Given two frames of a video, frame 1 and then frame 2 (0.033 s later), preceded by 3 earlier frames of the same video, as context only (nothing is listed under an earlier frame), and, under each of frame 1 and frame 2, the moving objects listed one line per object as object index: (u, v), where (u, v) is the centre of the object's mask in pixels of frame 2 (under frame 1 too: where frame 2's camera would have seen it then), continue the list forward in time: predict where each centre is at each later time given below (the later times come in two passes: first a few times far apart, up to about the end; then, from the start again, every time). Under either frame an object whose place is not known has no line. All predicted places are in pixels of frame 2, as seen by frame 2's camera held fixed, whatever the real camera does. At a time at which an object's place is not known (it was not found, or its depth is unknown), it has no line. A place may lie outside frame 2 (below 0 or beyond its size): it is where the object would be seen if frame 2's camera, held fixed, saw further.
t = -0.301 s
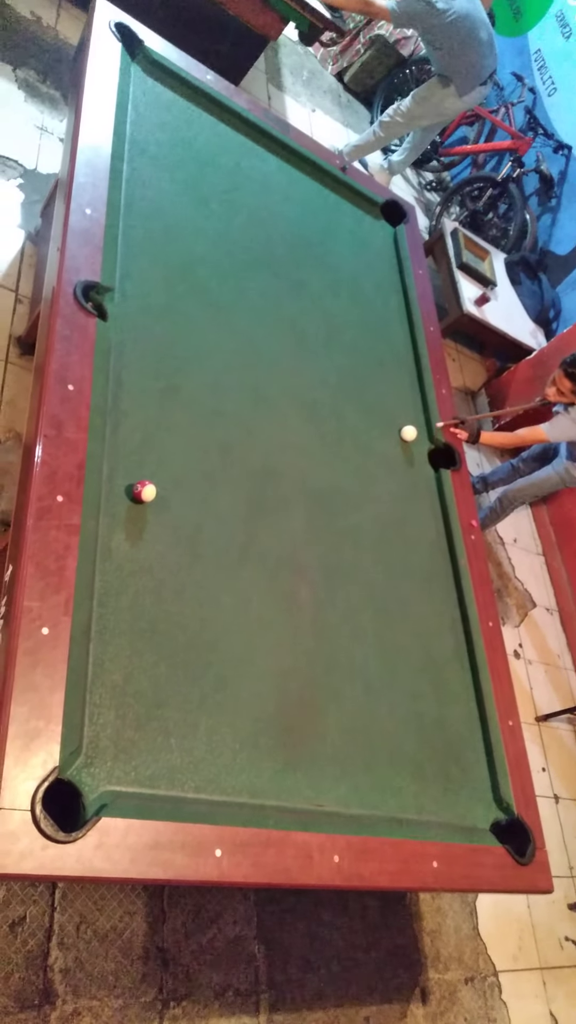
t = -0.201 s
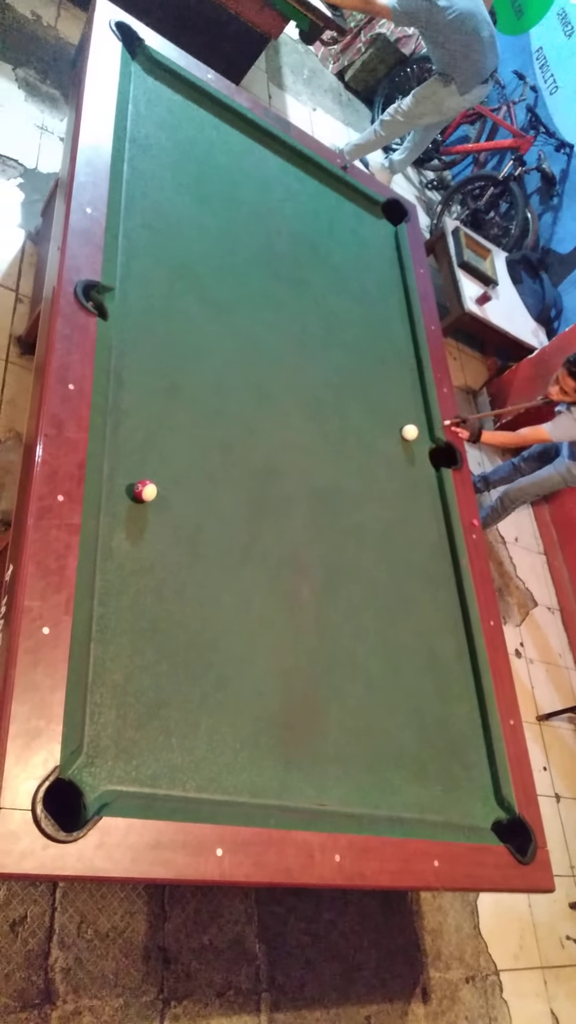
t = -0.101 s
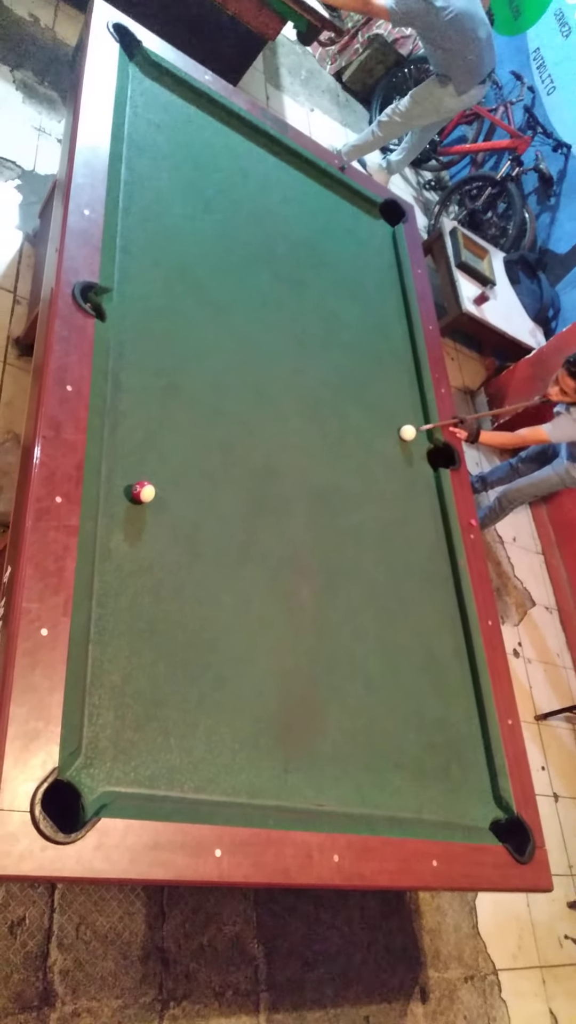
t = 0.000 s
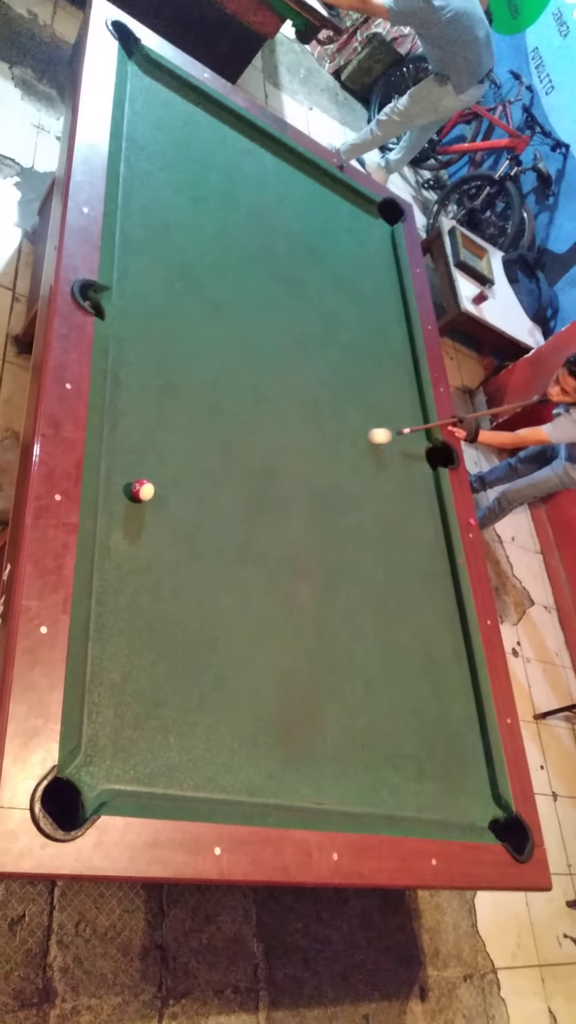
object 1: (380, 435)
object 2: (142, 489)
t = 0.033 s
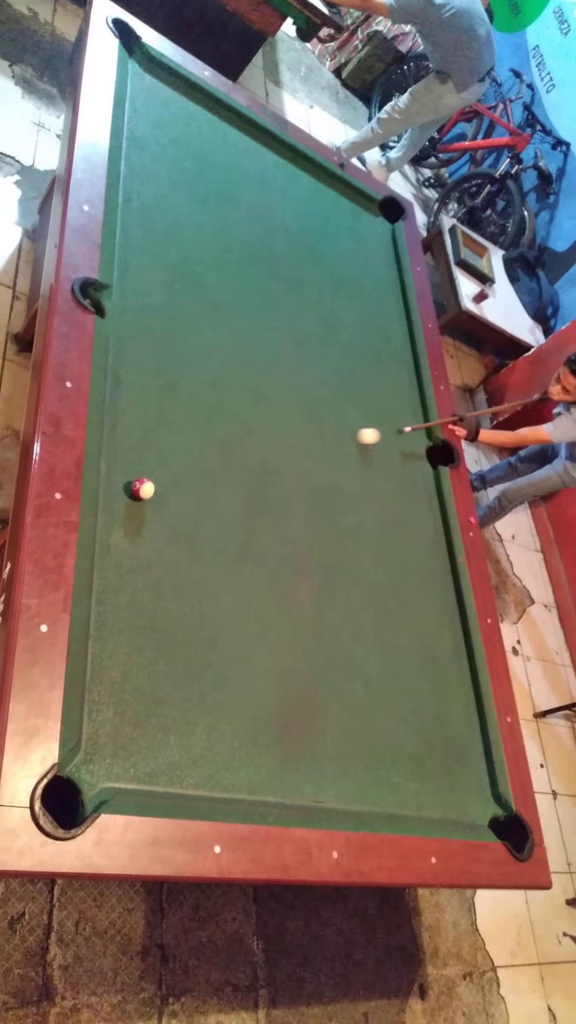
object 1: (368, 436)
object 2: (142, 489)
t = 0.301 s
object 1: (260, 452)
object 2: (142, 489)
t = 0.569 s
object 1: (115, 470)
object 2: (142, 489)
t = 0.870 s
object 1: (134, 522)
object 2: (174, 497)
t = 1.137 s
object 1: (150, 565)
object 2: (206, 507)
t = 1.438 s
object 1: (168, 610)
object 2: (237, 516)
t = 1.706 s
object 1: (184, 647)
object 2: (261, 524)
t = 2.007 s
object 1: (200, 688)
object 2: (284, 532)
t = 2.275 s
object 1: (213, 720)
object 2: (302, 538)
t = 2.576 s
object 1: (226, 754)
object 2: (320, 545)
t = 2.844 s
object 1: (236, 781)
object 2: (333, 548)
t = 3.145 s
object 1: (244, 784)
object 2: (346, 553)
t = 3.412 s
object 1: (247, 775)
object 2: (355, 557)
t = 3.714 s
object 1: (250, 770)
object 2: (362, 560)
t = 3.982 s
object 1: (251, 767)
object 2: (367, 561)
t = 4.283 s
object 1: (250, 768)
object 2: (368, 561)
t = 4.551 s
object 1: (250, 768)
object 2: (370, 560)
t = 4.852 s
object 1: (250, 767)
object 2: (370, 560)
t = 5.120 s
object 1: (249, 768)
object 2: (370, 560)
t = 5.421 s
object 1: (249, 768)
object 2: (370, 560)
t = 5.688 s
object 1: (250, 767)
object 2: (370, 560)
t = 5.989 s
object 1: (250, 767)
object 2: (370, 560)
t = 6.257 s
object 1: (250, 767)
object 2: (370, 560)
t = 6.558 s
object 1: (250, 767)
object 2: (370, 560)
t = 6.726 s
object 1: (250, 768)
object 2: (370, 560)
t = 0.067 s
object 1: (357, 438)
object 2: (142, 489)
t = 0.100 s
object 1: (344, 440)
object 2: (142, 489)
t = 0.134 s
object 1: (331, 442)
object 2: (142, 489)
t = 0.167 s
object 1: (318, 444)
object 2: (142, 489)
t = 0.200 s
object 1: (304, 446)
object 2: (142, 489)
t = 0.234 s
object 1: (290, 448)
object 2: (142, 489)
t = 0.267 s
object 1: (276, 450)
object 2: (142, 489)
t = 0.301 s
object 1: (260, 452)
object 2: (142, 489)
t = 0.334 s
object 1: (244, 454)
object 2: (142, 489)
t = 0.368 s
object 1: (228, 456)
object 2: (142, 489)
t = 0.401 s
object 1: (210, 458)
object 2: (142, 489)
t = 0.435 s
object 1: (192, 461)
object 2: (142, 489)
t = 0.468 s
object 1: (173, 463)
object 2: (142, 489)
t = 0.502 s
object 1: (154, 465)
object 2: (142, 489)
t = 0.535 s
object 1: (133, 468)
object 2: (142, 489)
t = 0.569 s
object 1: (115, 470)
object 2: (142, 489)
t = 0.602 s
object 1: (114, 477)
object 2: (142, 489)
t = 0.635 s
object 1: (120, 484)
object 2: (144, 489)
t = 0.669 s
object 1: (123, 489)
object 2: (148, 491)
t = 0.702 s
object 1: (125, 495)
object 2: (153, 491)
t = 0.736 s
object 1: (127, 500)
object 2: (157, 493)
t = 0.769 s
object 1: (129, 506)
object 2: (161, 493)
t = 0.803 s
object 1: (131, 511)
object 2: (165, 494)
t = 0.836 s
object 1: (132, 517)
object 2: (170, 496)
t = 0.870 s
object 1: (134, 522)
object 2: (174, 497)
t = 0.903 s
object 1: (136, 528)
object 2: (179, 498)
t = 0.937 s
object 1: (138, 533)
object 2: (183, 500)
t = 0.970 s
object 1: (140, 538)
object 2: (187, 501)
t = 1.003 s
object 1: (142, 544)
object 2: (190, 502)
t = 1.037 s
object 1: (144, 549)
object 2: (194, 503)
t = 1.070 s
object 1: (146, 554)
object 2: (199, 504)
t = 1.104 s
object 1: (148, 559)
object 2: (202, 506)
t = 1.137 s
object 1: (150, 565)
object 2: (206, 507)
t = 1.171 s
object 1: (152, 570)
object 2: (210, 508)
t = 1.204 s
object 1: (154, 575)
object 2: (213, 509)
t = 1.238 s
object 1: (156, 580)
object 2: (216, 510)
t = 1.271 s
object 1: (158, 585)
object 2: (220, 511)
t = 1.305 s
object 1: (160, 590)
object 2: (223, 512)
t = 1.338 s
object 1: (162, 595)
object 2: (227, 513)
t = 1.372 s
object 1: (164, 600)
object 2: (230, 514)
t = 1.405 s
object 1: (166, 605)
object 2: (234, 515)
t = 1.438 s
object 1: (168, 610)
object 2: (237, 516)
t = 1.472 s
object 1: (170, 615)
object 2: (240, 517)
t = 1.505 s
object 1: (172, 619)
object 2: (243, 518)
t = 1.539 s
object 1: (174, 624)
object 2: (246, 519)
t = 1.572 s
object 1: (176, 629)
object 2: (249, 520)
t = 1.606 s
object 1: (178, 634)
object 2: (252, 521)
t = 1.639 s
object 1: (180, 638)
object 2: (256, 522)
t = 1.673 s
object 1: (182, 643)
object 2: (258, 523)
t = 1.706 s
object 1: (184, 647)
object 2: (261, 524)
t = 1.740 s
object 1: (186, 653)
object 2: (264, 525)
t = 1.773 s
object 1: (187, 657)
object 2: (266, 526)
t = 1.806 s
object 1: (189, 662)
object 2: (269, 527)
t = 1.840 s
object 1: (191, 666)
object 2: (272, 527)
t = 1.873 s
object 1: (193, 670)
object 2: (274, 528)
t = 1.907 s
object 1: (195, 675)
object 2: (277, 529)
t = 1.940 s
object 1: (196, 679)
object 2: (279, 530)
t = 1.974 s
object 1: (198, 684)
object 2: (282, 531)
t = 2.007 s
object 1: (200, 688)
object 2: (284, 532)
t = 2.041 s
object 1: (201, 692)
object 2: (287, 533)
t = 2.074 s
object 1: (203, 696)
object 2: (289, 533)
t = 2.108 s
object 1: (204, 700)
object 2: (292, 535)
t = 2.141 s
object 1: (206, 705)
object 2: (294, 536)
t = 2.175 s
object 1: (208, 709)
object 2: (296, 536)
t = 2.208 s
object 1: (209, 713)
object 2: (298, 537)
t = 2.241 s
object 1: (211, 717)
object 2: (300, 538)
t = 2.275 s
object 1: (213, 720)
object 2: (302, 538)
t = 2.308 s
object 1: (214, 724)
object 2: (305, 539)
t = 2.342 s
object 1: (216, 728)
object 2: (306, 540)
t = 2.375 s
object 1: (217, 732)
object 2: (309, 541)
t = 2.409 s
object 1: (219, 736)
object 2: (311, 542)
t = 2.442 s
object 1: (220, 740)
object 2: (312, 542)
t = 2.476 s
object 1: (222, 743)
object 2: (314, 543)
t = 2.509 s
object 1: (223, 747)
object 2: (316, 543)
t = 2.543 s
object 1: (225, 751)
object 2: (318, 544)
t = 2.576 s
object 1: (226, 754)
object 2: (320, 545)
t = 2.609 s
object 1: (227, 758)
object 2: (321, 545)
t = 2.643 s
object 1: (229, 761)
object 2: (323, 545)
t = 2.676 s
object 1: (230, 765)
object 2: (325, 546)
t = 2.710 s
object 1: (231, 768)
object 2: (326, 547)
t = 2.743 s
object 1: (233, 771)
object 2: (328, 547)
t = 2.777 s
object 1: (234, 774)
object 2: (330, 547)
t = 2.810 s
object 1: (235, 778)
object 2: (331, 548)
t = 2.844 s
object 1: (236, 781)
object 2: (333, 548)
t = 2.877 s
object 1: (238, 784)
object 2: (334, 549)
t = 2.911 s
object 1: (239, 787)
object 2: (336, 550)
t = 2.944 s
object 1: (240, 790)
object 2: (337, 550)
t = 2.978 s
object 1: (241, 791)
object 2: (339, 550)
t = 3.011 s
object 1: (241, 790)
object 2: (340, 551)
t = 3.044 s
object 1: (242, 789)
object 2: (341, 552)
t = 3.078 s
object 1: (243, 786)
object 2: (343, 553)
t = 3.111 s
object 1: (243, 785)
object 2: (345, 553)
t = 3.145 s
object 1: (244, 784)
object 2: (346, 553)
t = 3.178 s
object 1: (244, 782)
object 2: (347, 554)
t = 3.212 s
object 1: (245, 781)
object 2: (348, 554)
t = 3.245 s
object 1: (245, 780)
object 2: (349, 555)
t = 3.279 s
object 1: (246, 779)
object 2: (350, 555)
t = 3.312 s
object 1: (246, 778)
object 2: (352, 556)
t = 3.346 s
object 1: (246, 777)
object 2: (353, 556)
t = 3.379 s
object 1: (247, 776)
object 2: (354, 557)
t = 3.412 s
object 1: (247, 775)
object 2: (355, 557)
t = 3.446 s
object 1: (248, 775)
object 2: (356, 557)
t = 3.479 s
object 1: (248, 774)
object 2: (357, 558)
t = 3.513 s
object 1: (248, 773)
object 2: (358, 558)
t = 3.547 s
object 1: (249, 772)
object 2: (358, 558)
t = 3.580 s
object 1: (249, 772)
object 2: (359, 559)
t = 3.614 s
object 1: (249, 771)
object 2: (360, 559)
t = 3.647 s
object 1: (250, 771)
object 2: (361, 559)
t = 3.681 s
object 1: (250, 770)
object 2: (361, 559)
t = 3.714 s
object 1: (250, 770)
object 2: (362, 560)
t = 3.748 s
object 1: (250, 769)
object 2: (363, 560)
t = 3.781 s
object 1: (251, 769)
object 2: (363, 560)
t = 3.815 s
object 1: (251, 769)
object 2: (364, 560)
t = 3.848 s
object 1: (251, 768)
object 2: (364, 561)
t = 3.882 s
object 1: (251, 768)
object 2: (365, 561)
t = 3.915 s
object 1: (251, 767)
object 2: (366, 561)
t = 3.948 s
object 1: (251, 768)
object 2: (366, 561)
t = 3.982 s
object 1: (251, 767)
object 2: (367, 561)
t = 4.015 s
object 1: (250, 767)
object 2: (367, 561)
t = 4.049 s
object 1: (250, 767)
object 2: (367, 561)
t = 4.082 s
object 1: (250, 767)
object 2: (368, 561)
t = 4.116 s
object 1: (250, 768)
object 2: (368, 561)
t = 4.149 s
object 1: (250, 768)
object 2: (368, 561)
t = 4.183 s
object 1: (250, 768)
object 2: (368, 561)
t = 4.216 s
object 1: (249, 768)
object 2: (368, 561)
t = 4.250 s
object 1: (249, 768)
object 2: (368, 561)
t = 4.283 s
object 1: (250, 768)
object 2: (368, 561)
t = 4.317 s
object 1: (250, 768)
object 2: (369, 560)
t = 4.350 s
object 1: (250, 768)
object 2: (369, 560)
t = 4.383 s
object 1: (250, 768)
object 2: (369, 560)
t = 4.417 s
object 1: (250, 768)
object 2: (369, 561)
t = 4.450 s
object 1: (250, 768)
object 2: (369, 560)
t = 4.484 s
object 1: (250, 767)
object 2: (369, 560)
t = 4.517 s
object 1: (250, 768)
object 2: (370, 560)
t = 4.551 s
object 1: (250, 768)
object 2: (370, 560)
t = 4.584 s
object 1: (250, 768)
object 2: (370, 560)
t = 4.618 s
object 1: (250, 768)
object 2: (370, 560)
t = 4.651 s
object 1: (250, 768)
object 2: (370, 560)
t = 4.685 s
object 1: (250, 768)
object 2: (370, 561)
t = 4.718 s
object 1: (250, 768)
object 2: (370, 560)
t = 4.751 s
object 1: (250, 768)
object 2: (370, 561)
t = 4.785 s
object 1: (250, 767)
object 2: (370, 560)
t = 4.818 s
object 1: (249, 768)
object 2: (370, 560)
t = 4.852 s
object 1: (250, 767)
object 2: (370, 560)
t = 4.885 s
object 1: (250, 767)
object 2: (370, 560)
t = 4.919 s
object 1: (249, 768)
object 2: (370, 560)
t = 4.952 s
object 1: (250, 767)
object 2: (370, 560)
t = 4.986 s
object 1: (250, 767)
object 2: (370, 560)
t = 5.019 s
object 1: (249, 768)
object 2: (370, 560)
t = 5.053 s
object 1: (250, 767)
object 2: (370, 560)
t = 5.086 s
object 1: (250, 768)
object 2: (370, 560)
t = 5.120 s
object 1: (249, 768)
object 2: (370, 560)
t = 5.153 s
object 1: (250, 767)
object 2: (370, 560)
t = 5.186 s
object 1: (250, 767)
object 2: (370, 560)
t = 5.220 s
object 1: (249, 768)
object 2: (370, 560)
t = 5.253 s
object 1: (249, 768)
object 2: (370, 560)
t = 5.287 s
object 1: (250, 768)
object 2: (370, 560)
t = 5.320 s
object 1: (250, 768)
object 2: (370, 561)
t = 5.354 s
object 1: (250, 767)
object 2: (370, 561)
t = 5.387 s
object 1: (250, 768)
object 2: (370, 560)
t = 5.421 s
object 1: (249, 768)
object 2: (370, 560)
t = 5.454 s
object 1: (250, 767)
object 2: (370, 561)
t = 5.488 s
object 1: (250, 767)
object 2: (370, 561)
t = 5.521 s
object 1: (250, 767)
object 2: (370, 560)
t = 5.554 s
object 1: (250, 767)
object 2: (369, 560)
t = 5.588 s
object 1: (249, 767)
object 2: (369, 561)
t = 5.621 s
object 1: (250, 767)
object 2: (369, 560)
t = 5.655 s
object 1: (250, 767)
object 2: (370, 560)
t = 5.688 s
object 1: (250, 767)
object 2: (370, 560)
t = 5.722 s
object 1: (250, 767)
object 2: (370, 560)
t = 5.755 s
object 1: (250, 767)
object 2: (370, 560)
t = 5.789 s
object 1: (250, 767)
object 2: (369, 560)
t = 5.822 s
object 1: (250, 767)
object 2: (370, 560)
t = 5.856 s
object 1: (250, 768)
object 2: (370, 560)
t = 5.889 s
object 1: (250, 767)
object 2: (370, 560)
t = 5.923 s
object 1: (250, 767)
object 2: (370, 560)
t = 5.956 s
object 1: (250, 767)
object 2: (370, 560)
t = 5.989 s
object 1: (250, 767)
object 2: (370, 560)
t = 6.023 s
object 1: (250, 767)
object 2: (370, 560)
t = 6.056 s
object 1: (250, 768)
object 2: (370, 561)
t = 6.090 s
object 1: (250, 767)
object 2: (370, 560)
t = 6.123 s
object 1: (250, 768)
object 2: (370, 560)
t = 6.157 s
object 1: (250, 768)
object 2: (370, 560)
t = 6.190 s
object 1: (250, 767)
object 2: (370, 560)
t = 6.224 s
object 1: (250, 767)
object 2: (370, 560)
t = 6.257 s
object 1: (250, 767)
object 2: (370, 560)
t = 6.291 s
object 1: (250, 767)
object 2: (370, 560)
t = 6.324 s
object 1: (250, 768)
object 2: (370, 560)
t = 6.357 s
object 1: (250, 767)
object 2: (370, 560)
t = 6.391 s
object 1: (250, 767)
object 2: (370, 560)
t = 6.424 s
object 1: (250, 767)
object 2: (370, 560)
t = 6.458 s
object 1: (250, 767)
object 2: (370, 560)
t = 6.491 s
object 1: (250, 767)
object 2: (370, 560)
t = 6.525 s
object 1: (250, 767)
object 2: (370, 560)
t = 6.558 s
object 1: (250, 767)
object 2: (370, 560)
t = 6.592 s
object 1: (249, 768)
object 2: (370, 560)
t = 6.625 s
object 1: (250, 767)
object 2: (370, 560)
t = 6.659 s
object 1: (250, 767)
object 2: (370, 560)
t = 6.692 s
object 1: (250, 767)
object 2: (370, 560)
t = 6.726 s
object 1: (250, 768)
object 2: (370, 560)
